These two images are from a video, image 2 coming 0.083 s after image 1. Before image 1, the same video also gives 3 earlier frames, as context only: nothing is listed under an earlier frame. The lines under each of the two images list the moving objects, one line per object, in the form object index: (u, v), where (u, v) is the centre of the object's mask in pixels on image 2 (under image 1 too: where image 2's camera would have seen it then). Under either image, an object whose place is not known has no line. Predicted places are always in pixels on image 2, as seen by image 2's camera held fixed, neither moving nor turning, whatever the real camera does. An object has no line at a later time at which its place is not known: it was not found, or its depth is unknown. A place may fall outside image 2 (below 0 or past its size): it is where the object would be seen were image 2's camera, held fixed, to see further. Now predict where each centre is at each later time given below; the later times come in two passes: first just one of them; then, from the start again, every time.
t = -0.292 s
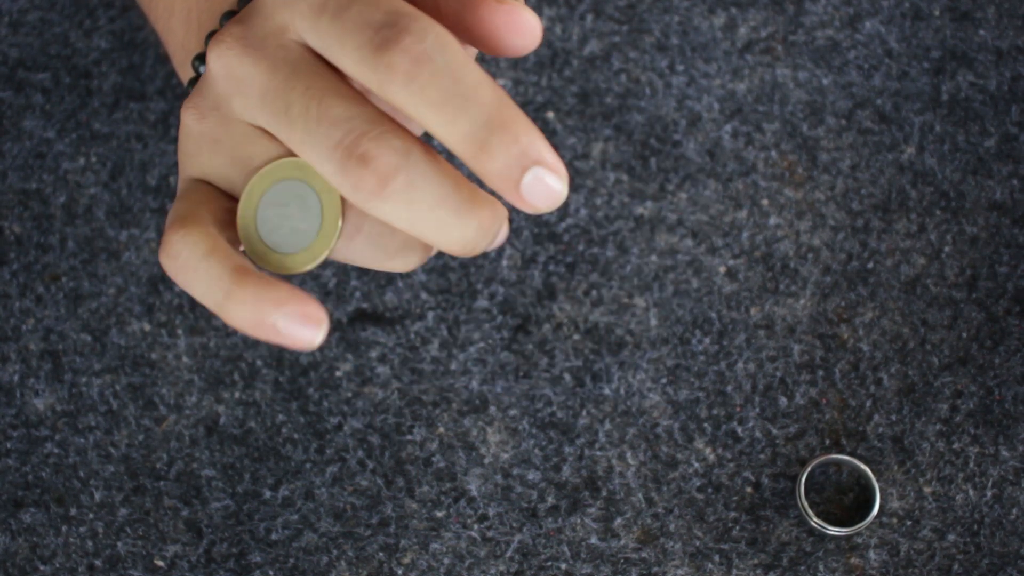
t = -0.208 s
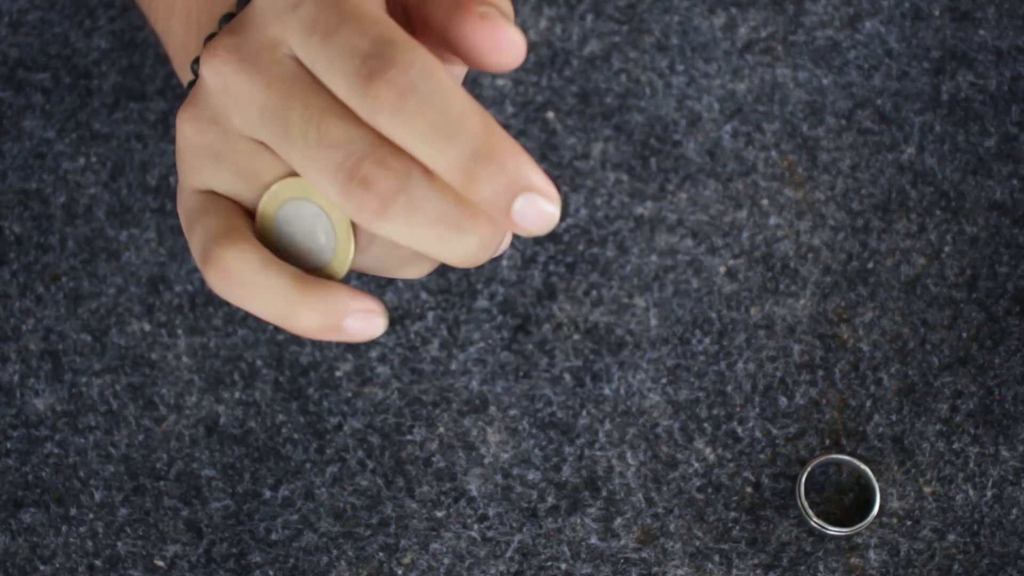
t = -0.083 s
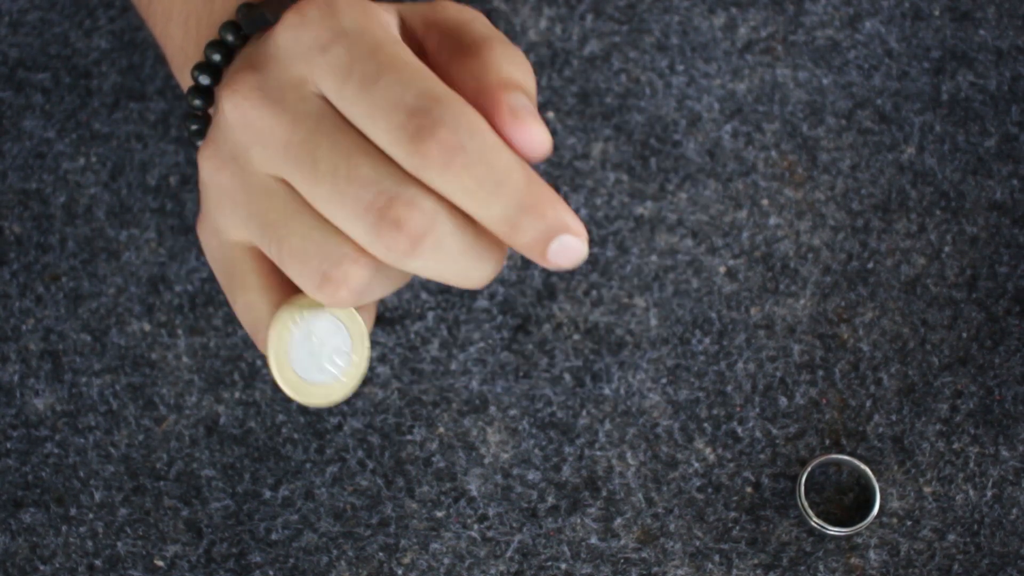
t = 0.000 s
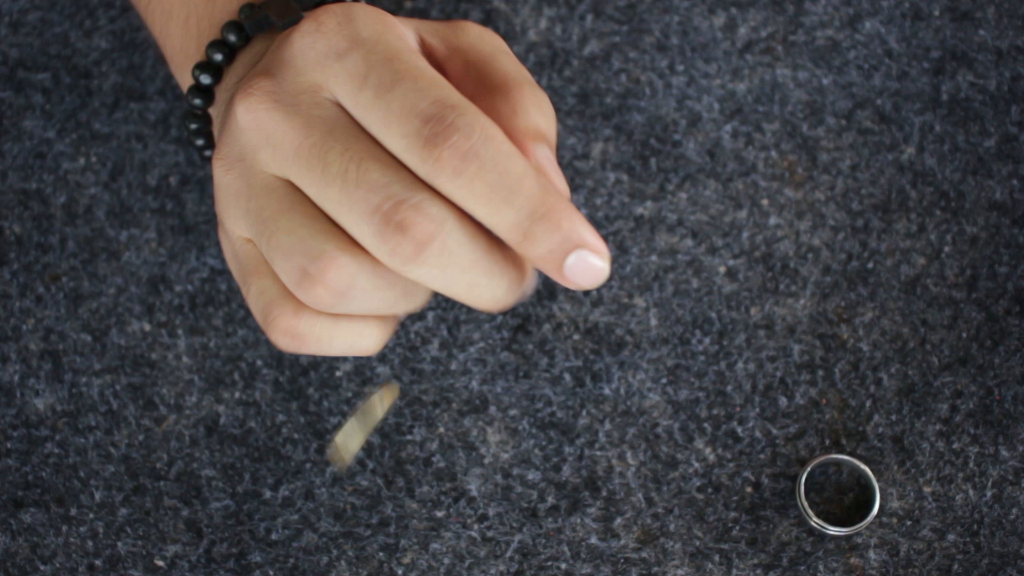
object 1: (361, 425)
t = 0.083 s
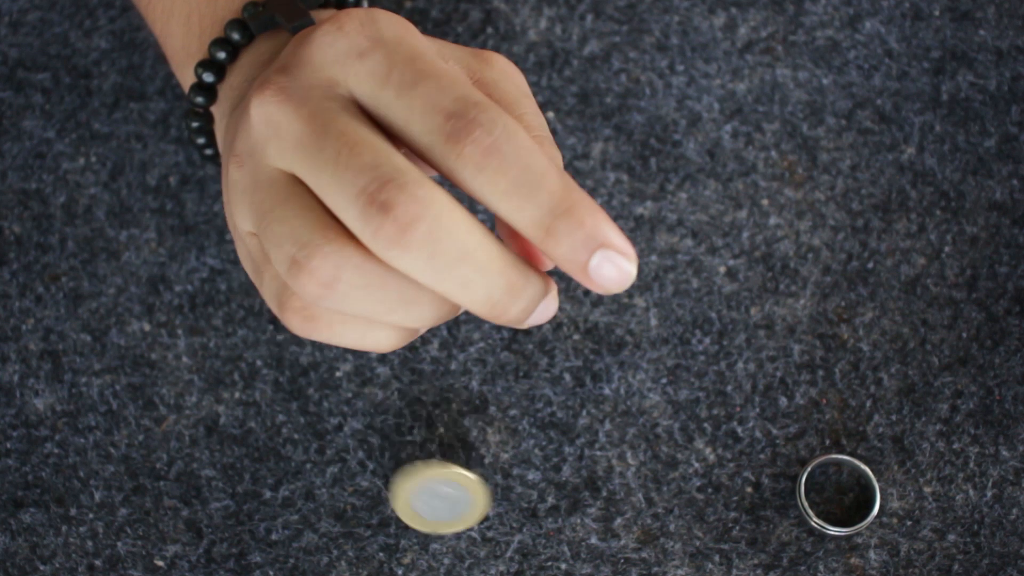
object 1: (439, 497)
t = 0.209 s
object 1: (558, 533)
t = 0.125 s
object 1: (478, 507)
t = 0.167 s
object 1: (524, 520)
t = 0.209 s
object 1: (558, 533)
